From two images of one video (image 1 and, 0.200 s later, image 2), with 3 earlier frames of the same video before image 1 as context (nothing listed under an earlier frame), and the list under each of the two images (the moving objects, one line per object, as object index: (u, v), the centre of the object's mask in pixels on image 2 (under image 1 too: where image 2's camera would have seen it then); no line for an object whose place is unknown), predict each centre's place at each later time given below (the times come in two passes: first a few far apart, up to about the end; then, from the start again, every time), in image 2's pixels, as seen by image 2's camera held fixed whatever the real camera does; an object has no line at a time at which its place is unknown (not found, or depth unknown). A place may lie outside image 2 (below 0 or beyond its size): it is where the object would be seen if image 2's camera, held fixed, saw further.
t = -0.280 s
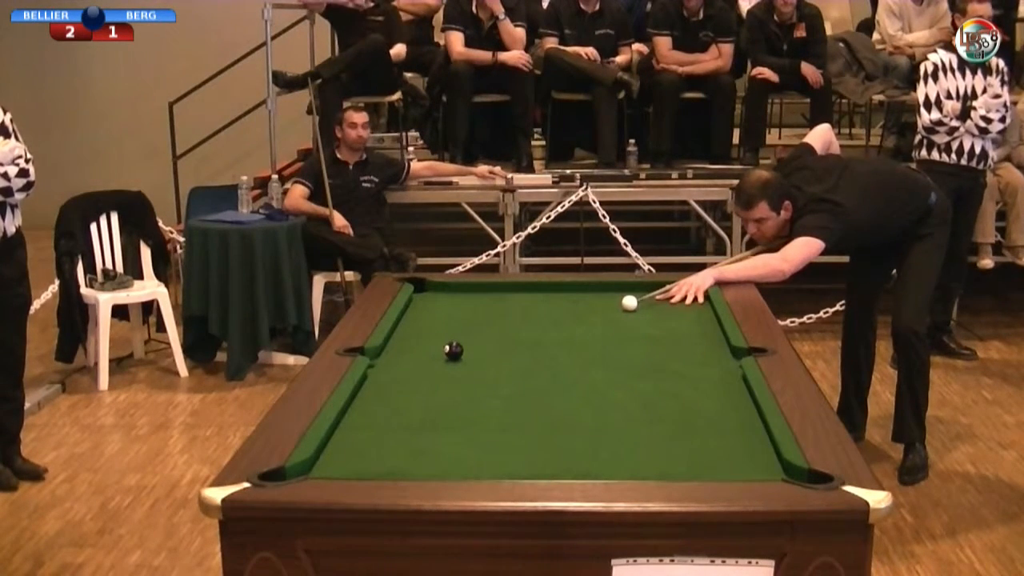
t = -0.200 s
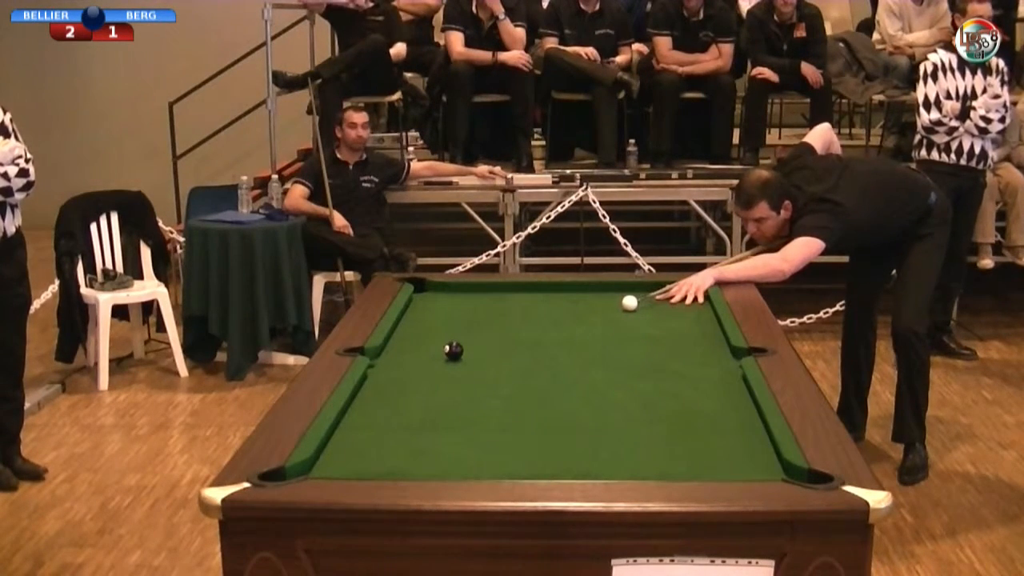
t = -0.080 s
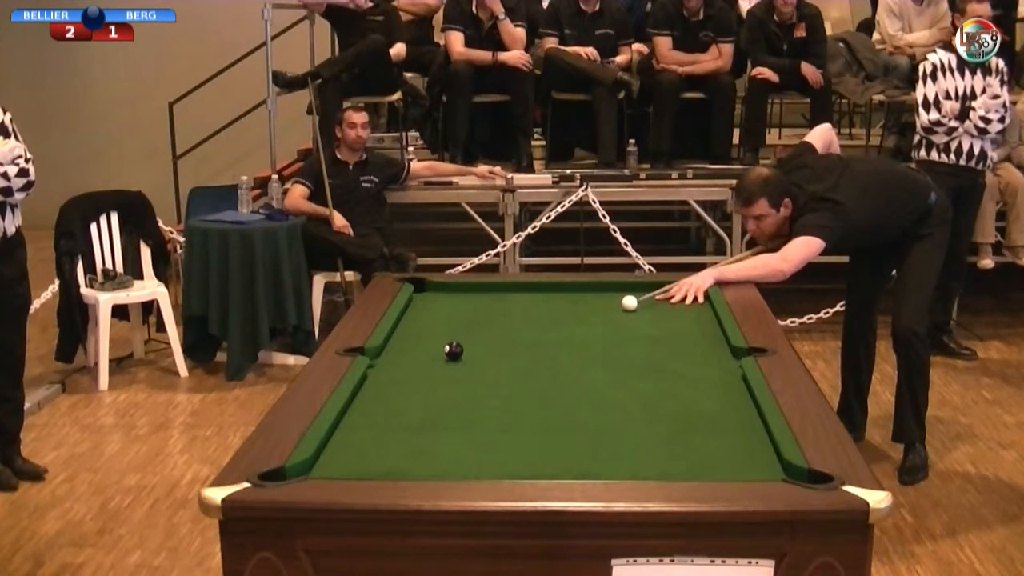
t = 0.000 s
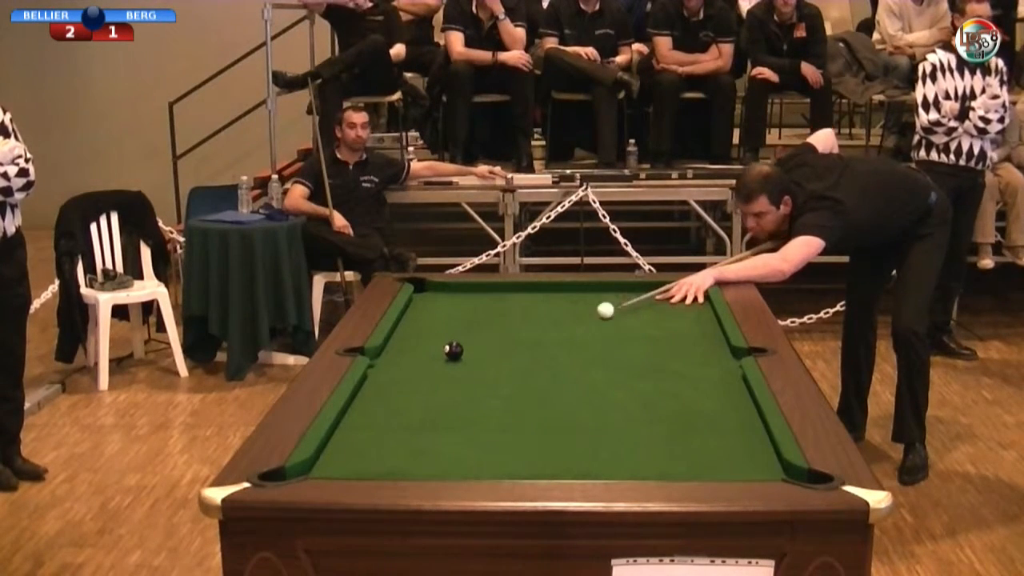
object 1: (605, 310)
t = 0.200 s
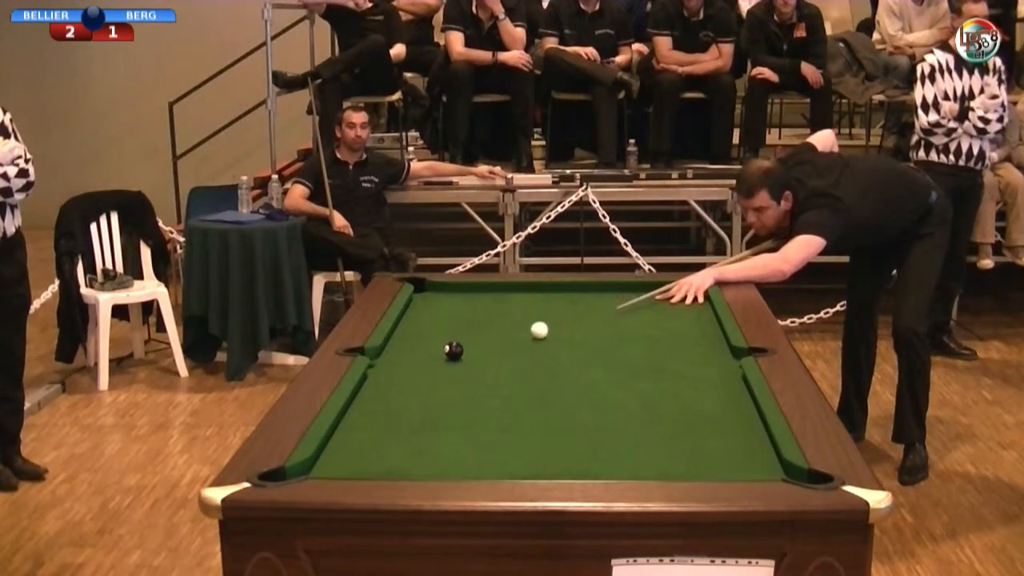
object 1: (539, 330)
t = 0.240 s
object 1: (527, 334)
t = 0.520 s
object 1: (472, 360)
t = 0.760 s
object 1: (459, 383)
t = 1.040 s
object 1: (443, 412)
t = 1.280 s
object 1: (427, 440)
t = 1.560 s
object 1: (408, 468)
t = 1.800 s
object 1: (413, 455)
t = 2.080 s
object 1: (419, 435)
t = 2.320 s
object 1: (423, 421)
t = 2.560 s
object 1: (427, 408)
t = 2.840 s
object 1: (430, 394)
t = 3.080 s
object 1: (433, 384)
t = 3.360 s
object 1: (435, 374)
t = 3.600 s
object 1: (437, 367)
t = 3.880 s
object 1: (438, 359)
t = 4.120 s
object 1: (440, 353)
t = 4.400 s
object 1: (441, 347)
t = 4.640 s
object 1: (441, 343)
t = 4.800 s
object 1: (441, 340)
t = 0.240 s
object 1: (527, 334)
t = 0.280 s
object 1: (514, 337)
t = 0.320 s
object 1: (501, 341)
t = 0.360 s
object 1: (488, 345)
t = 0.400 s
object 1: (475, 349)
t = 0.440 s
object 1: (473, 353)
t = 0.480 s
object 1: (473, 356)
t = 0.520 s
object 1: (472, 360)
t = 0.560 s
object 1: (470, 363)
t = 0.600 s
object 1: (468, 367)
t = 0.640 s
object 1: (466, 371)
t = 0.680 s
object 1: (464, 375)
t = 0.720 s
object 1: (462, 379)
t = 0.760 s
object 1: (459, 383)
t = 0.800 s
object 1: (457, 387)
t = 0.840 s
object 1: (455, 391)
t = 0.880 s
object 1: (453, 395)
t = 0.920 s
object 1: (450, 399)
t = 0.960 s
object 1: (448, 403)
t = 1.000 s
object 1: (446, 408)
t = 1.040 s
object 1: (443, 412)
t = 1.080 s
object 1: (441, 416)
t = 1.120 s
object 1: (438, 421)
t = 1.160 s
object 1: (435, 425)
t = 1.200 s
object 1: (433, 430)
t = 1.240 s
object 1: (430, 435)
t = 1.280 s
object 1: (427, 440)
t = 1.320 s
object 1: (424, 445)
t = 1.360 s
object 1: (422, 450)
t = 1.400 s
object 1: (419, 454)
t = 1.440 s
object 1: (416, 459)
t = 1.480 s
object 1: (413, 463)
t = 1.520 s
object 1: (410, 466)
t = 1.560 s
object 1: (408, 468)
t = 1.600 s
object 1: (409, 466)
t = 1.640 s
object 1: (410, 464)
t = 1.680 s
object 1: (411, 463)
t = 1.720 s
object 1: (411, 459)
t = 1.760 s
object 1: (412, 457)
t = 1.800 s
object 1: (413, 455)
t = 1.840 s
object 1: (414, 452)
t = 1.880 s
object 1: (415, 449)
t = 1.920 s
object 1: (415, 446)
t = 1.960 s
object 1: (416, 443)
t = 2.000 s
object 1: (417, 440)
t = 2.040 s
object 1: (418, 438)
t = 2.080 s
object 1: (419, 435)
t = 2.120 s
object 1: (419, 433)
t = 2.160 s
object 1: (420, 430)
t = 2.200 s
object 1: (421, 428)
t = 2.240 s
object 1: (422, 425)
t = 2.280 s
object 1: (422, 423)
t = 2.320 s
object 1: (423, 421)
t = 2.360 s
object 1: (424, 418)
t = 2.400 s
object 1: (424, 416)
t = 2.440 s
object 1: (425, 414)
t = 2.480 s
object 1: (426, 412)
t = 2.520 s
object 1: (426, 410)
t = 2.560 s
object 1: (427, 408)
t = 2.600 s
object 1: (427, 406)
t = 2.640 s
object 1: (428, 404)
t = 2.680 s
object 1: (429, 402)
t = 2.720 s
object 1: (429, 400)
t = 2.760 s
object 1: (430, 398)
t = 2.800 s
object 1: (430, 396)
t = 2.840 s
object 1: (430, 394)
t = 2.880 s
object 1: (431, 393)
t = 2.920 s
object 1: (431, 391)
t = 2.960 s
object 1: (432, 389)
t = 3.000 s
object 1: (432, 388)
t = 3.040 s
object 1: (433, 386)
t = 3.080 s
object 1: (433, 384)
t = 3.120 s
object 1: (433, 383)
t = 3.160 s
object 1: (433, 381)
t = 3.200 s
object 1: (434, 380)
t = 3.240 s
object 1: (434, 378)
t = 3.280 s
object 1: (435, 377)
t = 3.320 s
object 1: (435, 376)
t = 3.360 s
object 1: (435, 374)
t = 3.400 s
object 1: (435, 373)
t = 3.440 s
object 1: (436, 372)
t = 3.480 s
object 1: (436, 370)
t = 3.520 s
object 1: (436, 369)
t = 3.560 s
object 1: (437, 368)
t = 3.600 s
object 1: (437, 367)
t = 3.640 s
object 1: (437, 366)
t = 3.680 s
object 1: (437, 364)
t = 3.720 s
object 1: (438, 363)
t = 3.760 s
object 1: (438, 362)
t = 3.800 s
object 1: (438, 361)
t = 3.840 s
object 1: (438, 360)
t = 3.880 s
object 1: (438, 359)
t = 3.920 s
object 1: (439, 358)
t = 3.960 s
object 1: (439, 357)
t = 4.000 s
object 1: (439, 356)
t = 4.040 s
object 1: (439, 355)
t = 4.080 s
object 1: (439, 354)
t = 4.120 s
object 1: (440, 353)
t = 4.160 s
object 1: (440, 352)
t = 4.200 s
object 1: (440, 351)
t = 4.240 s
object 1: (440, 350)
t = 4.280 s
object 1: (440, 349)
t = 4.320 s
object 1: (440, 349)
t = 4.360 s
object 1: (440, 348)
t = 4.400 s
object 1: (441, 347)
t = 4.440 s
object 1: (441, 346)
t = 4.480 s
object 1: (441, 345)
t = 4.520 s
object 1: (441, 345)
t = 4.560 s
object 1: (441, 344)
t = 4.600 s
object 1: (441, 343)
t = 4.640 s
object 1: (441, 343)
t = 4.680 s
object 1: (441, 342)
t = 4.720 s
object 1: (441, 341)
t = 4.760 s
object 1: (441, 341)
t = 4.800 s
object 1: (441, 340)
